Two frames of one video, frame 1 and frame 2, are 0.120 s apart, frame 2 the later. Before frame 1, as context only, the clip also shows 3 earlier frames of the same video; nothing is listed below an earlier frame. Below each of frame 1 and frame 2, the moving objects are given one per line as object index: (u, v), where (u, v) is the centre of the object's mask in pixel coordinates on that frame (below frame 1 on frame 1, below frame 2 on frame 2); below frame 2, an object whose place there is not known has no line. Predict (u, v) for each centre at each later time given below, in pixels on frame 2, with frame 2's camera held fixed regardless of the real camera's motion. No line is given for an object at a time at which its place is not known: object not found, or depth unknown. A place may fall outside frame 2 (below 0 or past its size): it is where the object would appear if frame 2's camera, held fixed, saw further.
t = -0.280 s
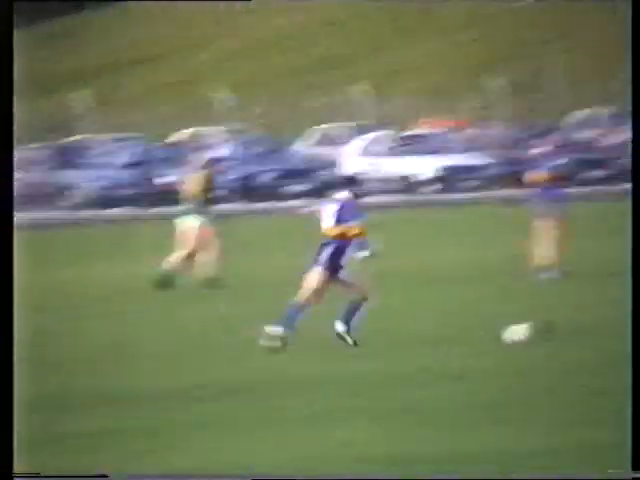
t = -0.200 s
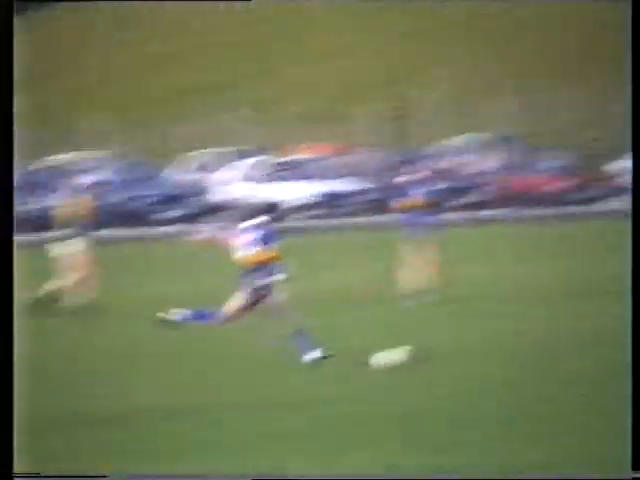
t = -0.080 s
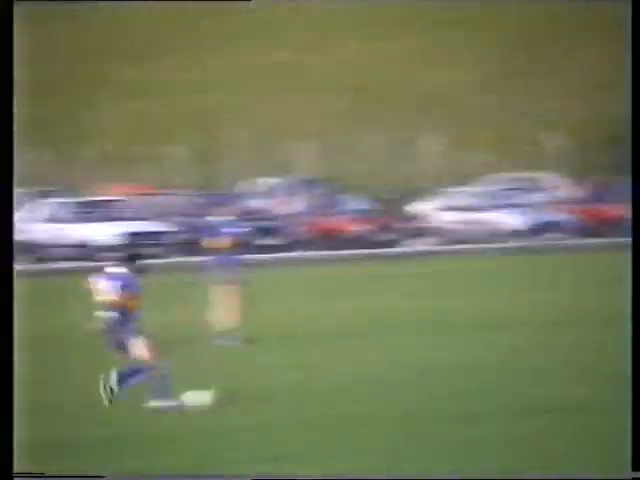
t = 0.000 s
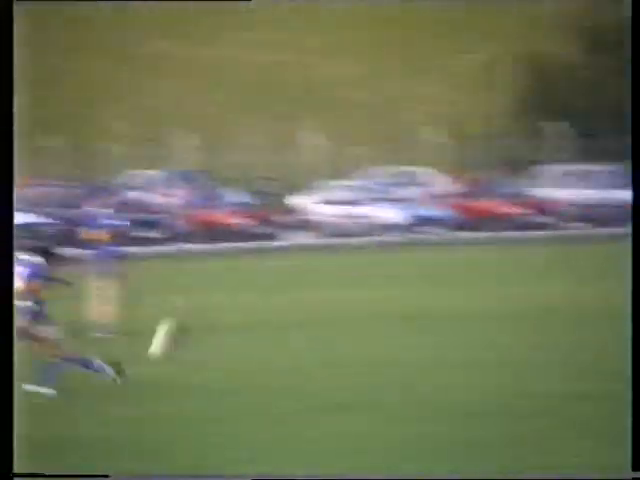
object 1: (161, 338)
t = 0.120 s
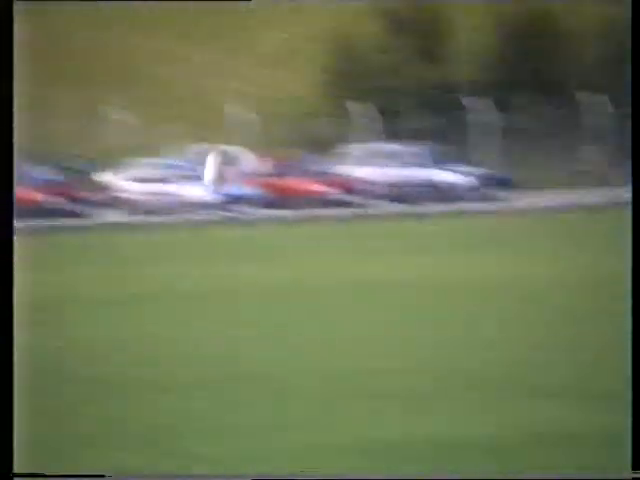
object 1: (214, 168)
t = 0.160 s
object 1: (214, 117)
